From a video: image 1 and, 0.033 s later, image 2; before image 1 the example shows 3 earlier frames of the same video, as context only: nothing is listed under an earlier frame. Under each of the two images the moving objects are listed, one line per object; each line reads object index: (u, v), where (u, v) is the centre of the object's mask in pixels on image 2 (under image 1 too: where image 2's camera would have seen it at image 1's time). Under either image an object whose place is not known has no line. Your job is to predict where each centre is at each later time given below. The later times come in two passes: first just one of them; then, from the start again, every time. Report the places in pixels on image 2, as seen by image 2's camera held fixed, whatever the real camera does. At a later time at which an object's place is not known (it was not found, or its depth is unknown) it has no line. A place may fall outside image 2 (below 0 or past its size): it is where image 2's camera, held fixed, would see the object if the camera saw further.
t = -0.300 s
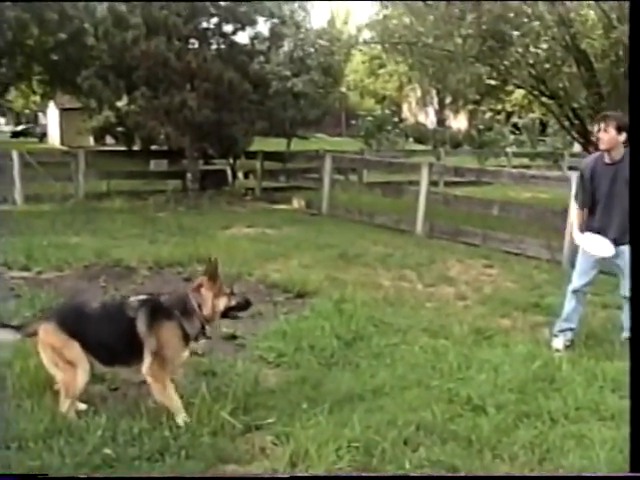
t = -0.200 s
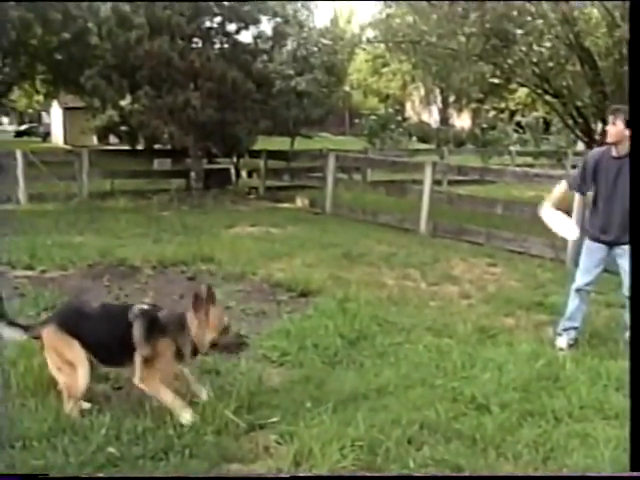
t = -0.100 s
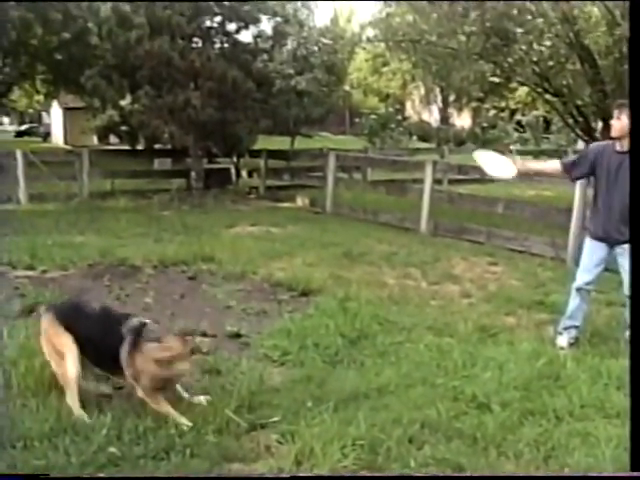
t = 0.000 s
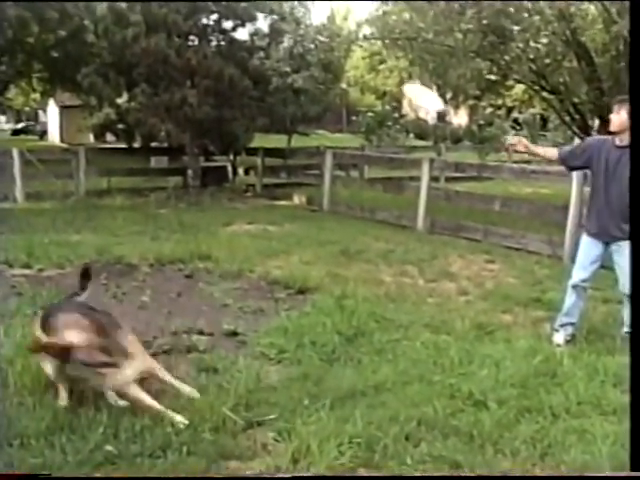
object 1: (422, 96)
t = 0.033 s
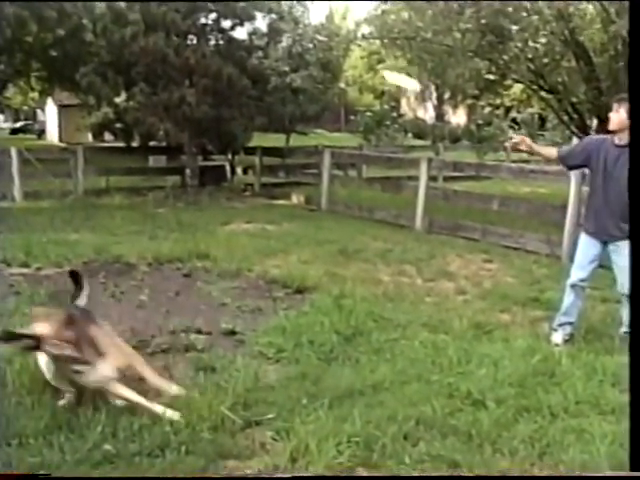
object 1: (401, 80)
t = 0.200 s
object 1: (300, 24)
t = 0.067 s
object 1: (377, 63)
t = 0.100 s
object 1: (357, 52)
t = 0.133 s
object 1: (339, 42)
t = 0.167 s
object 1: (318, 32)
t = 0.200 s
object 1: (300, 24)
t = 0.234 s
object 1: (282, 18)
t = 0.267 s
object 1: (264, 17)
